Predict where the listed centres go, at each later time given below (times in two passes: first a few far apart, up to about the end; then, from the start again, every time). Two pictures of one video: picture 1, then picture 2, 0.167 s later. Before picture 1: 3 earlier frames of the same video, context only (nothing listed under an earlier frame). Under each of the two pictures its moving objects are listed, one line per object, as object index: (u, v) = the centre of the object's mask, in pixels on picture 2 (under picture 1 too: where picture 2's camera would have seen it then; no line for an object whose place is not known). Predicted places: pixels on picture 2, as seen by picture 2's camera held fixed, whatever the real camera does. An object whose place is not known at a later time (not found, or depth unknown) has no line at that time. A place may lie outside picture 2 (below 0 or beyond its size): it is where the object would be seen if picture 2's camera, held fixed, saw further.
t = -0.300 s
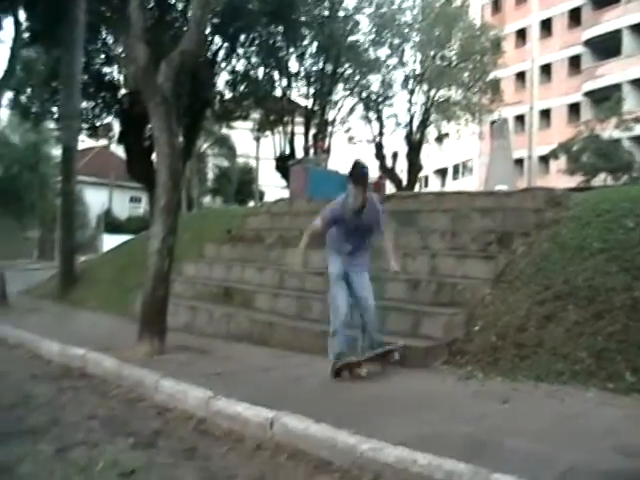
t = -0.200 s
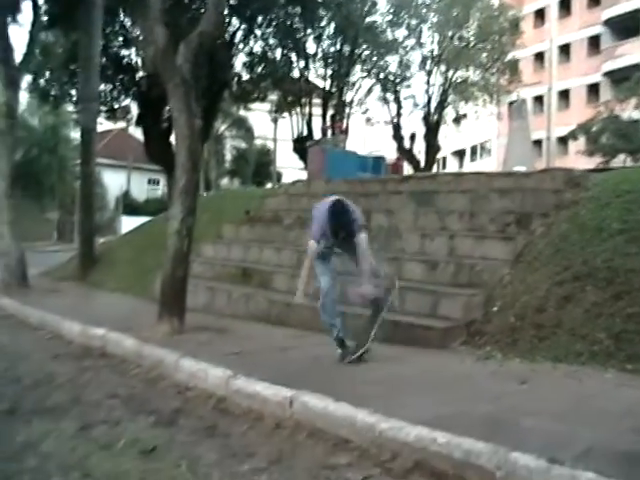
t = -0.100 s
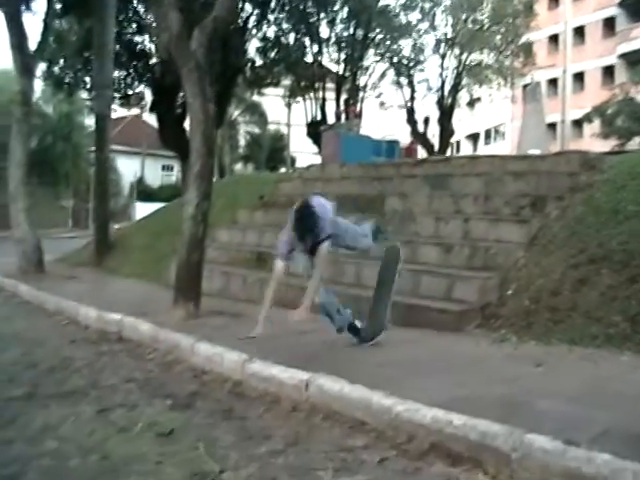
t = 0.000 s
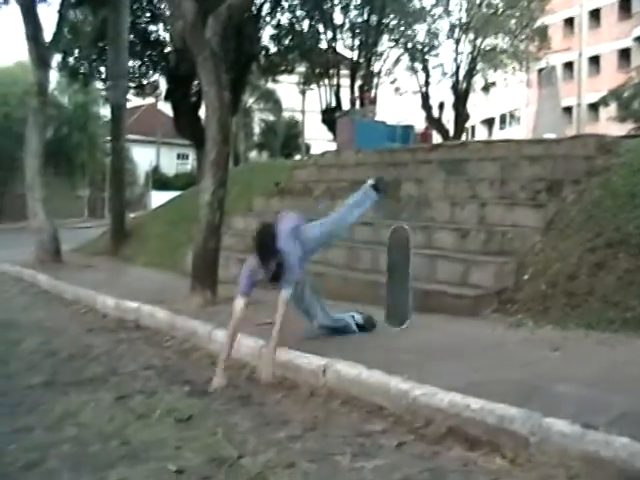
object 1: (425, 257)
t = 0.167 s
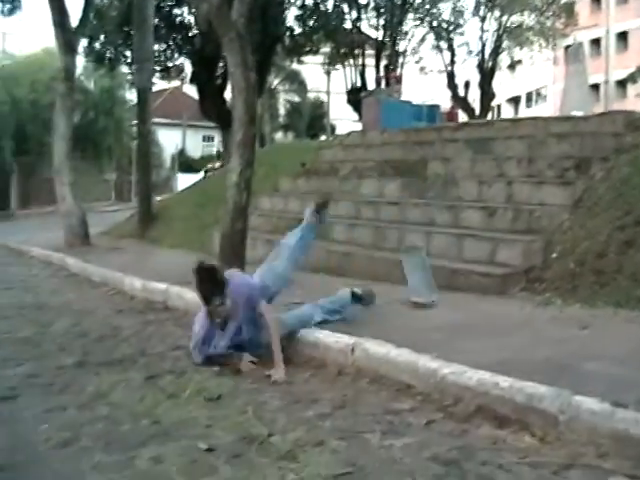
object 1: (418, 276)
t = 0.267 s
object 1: (415, 287)
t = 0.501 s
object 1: (418, 284)
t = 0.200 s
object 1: (417, 281)
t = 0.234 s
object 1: (414, 288)
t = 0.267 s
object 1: (415, 287)
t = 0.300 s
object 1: (416, 285)
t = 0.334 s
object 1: (417, 284)
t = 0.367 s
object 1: (417, 285)
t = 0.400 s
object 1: (418, 285)
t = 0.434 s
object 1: (417, 285)
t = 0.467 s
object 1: (418, 285)
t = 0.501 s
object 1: (418, 284)
